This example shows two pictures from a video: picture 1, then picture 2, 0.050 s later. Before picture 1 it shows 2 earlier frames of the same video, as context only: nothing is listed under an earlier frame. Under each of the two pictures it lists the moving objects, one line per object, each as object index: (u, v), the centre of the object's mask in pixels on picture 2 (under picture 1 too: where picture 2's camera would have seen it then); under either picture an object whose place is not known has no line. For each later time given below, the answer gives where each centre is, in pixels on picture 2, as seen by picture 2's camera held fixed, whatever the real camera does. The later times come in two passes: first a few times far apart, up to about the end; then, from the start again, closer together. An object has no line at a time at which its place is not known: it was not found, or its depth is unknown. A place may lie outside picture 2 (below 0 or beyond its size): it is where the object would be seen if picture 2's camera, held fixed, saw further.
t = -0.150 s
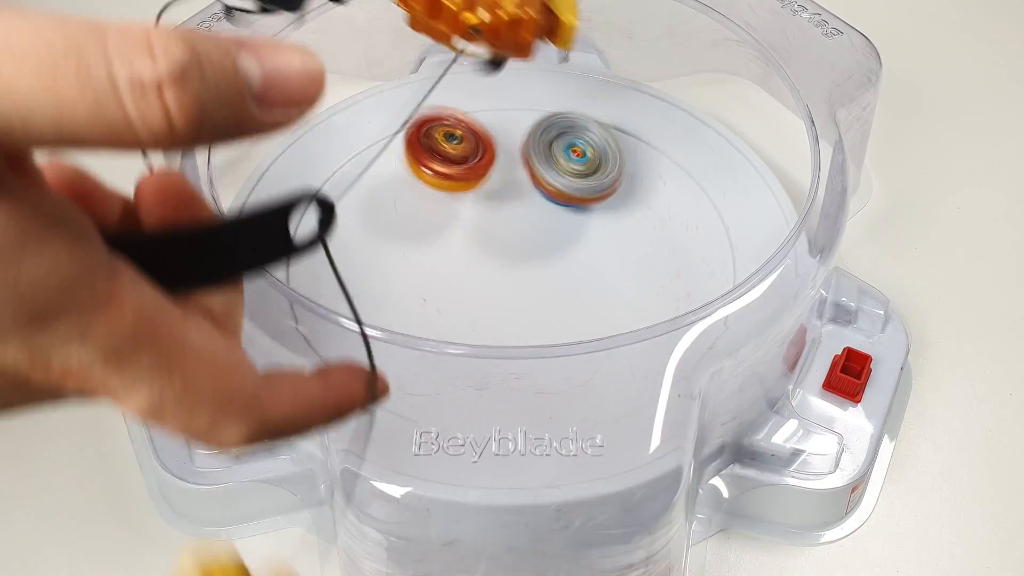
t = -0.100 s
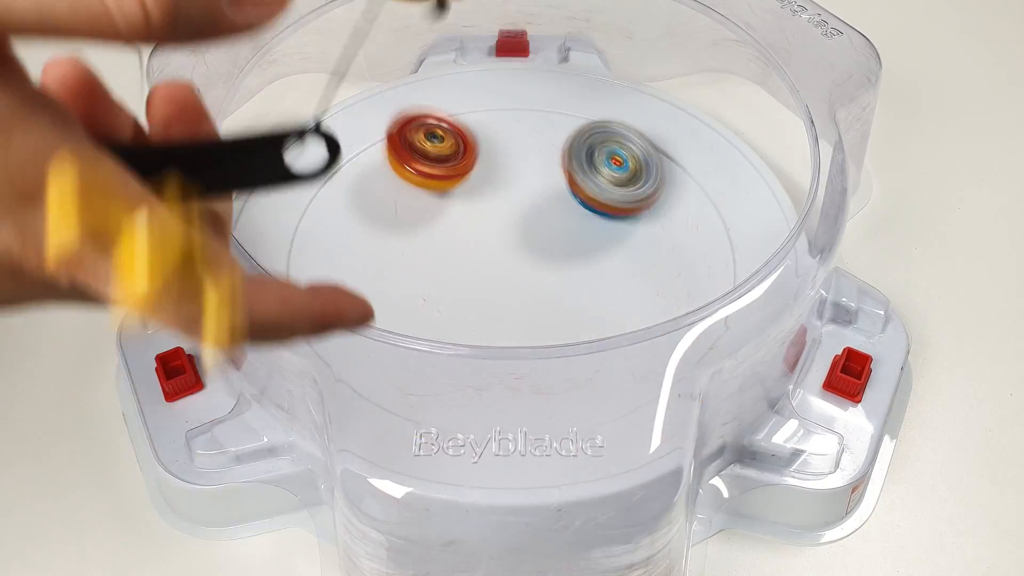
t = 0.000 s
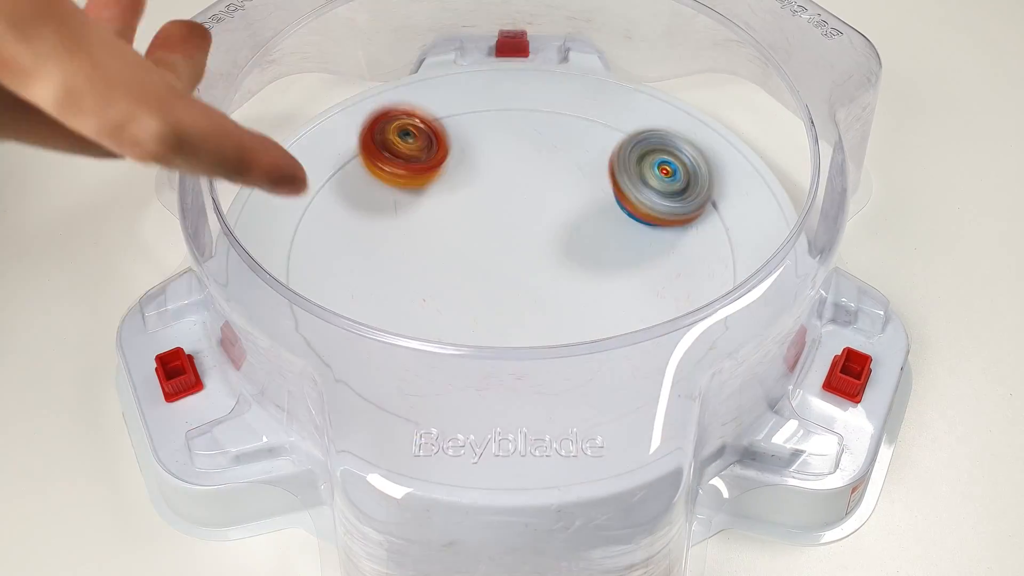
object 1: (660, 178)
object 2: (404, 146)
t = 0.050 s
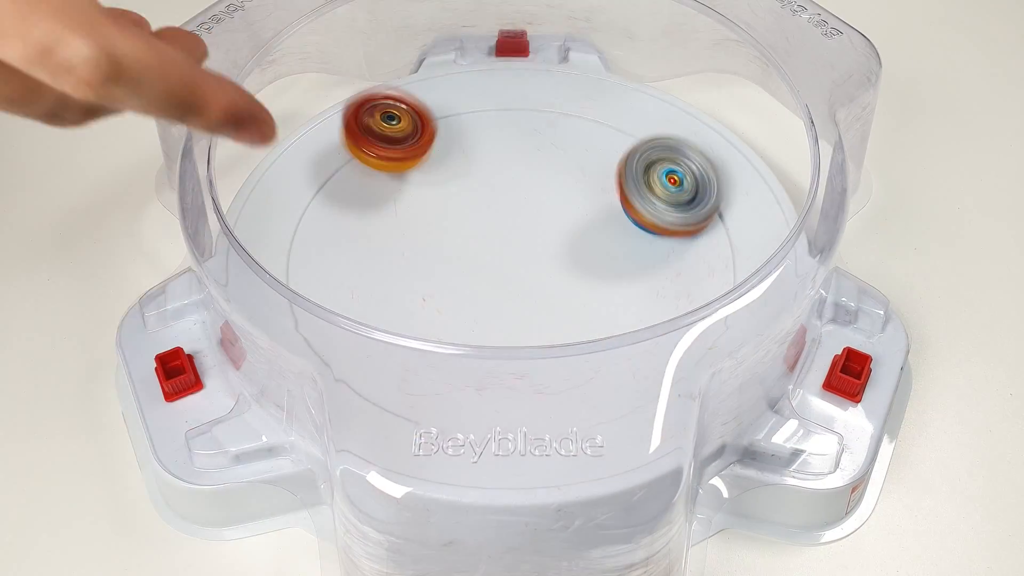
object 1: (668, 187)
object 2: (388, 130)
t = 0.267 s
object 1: (592, 248)
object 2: (359, 166)
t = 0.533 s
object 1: (422, 275)
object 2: (534, 172)
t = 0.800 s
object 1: (421, 248)
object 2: (495, 112)
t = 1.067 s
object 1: (479, 310)
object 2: (588, 164)
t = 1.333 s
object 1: (521, 342)
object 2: (578, 138)
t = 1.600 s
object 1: (496, 233)
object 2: (617, 191)
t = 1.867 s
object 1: (468, 191)
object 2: (658, 219)
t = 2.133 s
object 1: (378, 283)
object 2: (595, 290)
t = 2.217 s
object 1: (357, 322)
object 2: (588, 308)
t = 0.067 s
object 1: (668, 191)
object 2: (384, 132)
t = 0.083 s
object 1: (667, 194)
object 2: (379, 138)
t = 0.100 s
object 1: (664, 199)
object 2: (375, 137)
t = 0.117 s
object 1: (661, 203)
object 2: (370, 133)
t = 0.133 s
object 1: (657, 207)
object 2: (366, 133)
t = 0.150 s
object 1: (653, 211)
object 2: (362, 136)
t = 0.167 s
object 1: (648, 216)
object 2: (359, 140)
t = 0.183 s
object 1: (639, 222)
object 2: (357, 140)
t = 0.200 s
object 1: (631, 227)
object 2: (355, 144)
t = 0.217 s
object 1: (622, 233)
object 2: (355, 150)
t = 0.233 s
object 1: (613, 238)
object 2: (356, 154)
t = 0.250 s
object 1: (602, 244)
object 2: (357, 160)
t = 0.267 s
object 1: (592, 248)
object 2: (359, 166)
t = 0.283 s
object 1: (581, 254)
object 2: (363, 175)
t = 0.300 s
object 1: (570, 258)
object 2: (369, 181)
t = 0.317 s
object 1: (558, 262)
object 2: (377, 187)
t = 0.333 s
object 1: (547, 265)
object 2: (386, 193)
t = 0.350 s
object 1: (535, 269)
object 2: (397, 199)
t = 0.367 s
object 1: (523, 272)
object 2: (409, 202)
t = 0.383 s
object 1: (511, 275)
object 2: (423, 205)
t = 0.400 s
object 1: (499, 276)
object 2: (435, 205)
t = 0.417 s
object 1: (487, 278)
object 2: (447, 202)
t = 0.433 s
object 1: (477, 278)
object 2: (462, 196)
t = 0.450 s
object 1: (466, 279)
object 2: (478, 197)
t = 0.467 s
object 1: (456, 278)
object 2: (492, 195)
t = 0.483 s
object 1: (447, 279)
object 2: (504, 194)
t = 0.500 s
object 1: (437, 278)
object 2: (515, 187)
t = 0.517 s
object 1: (429, 276)
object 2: (525, 179)
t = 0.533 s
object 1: (422, 275)
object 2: (534, 172)
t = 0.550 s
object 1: (416, 272)
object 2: (541, 163)
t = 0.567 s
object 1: (411, 272)
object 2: (547, 154)
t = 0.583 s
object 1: (406, 268)
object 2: (552, 145)
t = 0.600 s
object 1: (402, 266)
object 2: (554, 136)
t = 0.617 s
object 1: (400, 263)
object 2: (556, 127)
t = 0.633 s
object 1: (399, 261)
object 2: (555, 117)
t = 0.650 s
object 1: (398, 259)
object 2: (552, 109)
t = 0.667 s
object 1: (398, 257)
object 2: (549, 101)
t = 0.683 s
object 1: (398, 254)
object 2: (543, 94)
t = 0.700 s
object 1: (400, 252)
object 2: (537, 92)
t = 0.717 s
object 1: (403, 252)
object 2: (529, 94)
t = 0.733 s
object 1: (405, 250)
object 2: (520, 99)
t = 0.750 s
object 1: (408, 250)
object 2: (514, 102)
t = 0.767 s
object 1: (412, 249)
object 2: (509, 105)
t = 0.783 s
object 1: (416, 249)
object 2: (501, 109)
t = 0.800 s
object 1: (421, 248)
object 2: (495, 112)
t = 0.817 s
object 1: (426, 249)
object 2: (489, 117)
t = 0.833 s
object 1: (431, 249)
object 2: (485, 124)
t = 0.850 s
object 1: (437, 249)
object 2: (482, 132)
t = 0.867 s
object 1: (442, 250)
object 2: (480, 139)
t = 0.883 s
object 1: (448, 252)
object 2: (480, 149)
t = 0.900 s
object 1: (454, 252)
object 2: (482, 158)
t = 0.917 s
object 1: (460, 253)
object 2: (485, 166)
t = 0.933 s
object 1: (467, 254)
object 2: (491, 173)
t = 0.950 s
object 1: (473, 255)
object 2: (499, 179)
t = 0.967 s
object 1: (480, 256)
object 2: (507, 184)
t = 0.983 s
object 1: (482, 264)
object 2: (520, 190)
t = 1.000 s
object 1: (480, 278)
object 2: (534, 191)
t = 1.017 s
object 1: (478, 290)
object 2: (550, 185)
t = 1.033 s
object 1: (478, 299)
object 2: (565, 179)
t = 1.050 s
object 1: (478, 305)
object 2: (577, 172)
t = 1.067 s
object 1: (479, 310)
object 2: (588, 164)
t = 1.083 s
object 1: (477, 330)
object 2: (598, 156)
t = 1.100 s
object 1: (479, 339)
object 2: (607, 148)
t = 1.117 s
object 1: (482, 346)
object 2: (614, 139)
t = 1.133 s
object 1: (484, 347)
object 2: (618, 129)
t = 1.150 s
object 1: (488, 360)
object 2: (622, 119)
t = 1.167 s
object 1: (491, 359)
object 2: (625, 112)
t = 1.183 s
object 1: (496, 362)
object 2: (620, 110)
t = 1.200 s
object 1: (500, 363)
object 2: (612, 113)
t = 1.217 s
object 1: (504, 362)
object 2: (607, 119)
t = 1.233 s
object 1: (508, 362)
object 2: (599, 123)
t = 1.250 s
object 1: (511, 360)
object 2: (594, 124)
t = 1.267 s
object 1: (514, 360)
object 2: (588, 129)
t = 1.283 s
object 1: (517, 360)
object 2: (585, 131)
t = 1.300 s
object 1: (519, 348)
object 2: (580, 134)
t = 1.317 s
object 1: (520, 346)
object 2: (579, 136)
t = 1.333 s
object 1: (521, 342)
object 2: (578, 138)
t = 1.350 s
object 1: (520, 338)
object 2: (579, 139)
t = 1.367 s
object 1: (520, 331)
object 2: (580, 141)
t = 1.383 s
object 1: (518, 326)
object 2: (581, 143)
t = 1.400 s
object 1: (518, 311)
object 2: (582, 146)
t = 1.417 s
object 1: (516, 308)
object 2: (584, 149)
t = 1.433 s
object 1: (513, 304)
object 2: (585, 152)
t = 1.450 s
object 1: (510, 300)
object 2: (587, 156)
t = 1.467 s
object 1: (508, 296)
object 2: (590, 159)
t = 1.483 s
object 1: (506, 288)
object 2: (592, 163)
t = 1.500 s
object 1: (503, 280)
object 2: (595, 167)
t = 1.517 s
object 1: (502, 272)
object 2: (598, 172)
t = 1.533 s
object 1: (499, 264)
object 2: (602, 175)
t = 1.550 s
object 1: (497, 256)
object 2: (604, 180)
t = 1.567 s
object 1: (497, 248)
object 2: (608, 184)
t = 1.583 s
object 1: (496, 240)
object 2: (612, 188)
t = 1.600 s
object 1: (496, 233)
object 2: (617, 191)
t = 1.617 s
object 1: (496, 226)
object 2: (621, 195)
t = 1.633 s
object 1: (496, 218)
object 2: (625, 198)
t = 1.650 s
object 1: (496, 212)
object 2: (631, 200)
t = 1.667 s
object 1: (495, 207)
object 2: (635, 203)
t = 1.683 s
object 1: (495, 201)
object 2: (639, 205)
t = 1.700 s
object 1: (494, 197)
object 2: (644, 207)
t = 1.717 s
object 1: (493, 193)
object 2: (647, 209)
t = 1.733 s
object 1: (491, 190)
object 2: (652, 210)
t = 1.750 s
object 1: (489, 188)
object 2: (656, 212)
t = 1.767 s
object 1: (487, 186)
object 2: (658, 212)
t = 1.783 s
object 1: (484, 185)
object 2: (660, 214)
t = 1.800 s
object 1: (482, 185)
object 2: (661, 214)
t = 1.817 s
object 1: (479, 185)
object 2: (662, 214)
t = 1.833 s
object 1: (475, 186)
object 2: (660, 216)
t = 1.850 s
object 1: (472, 188)
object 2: (659, 217)
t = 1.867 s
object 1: (468, 191)
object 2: (658, 219)
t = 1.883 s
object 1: (464, 194)
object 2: (654, 220)
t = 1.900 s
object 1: (459, 197)
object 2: (651, 222)
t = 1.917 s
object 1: (455, 202)
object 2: (648, 226)
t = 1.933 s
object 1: (450, 206)
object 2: (644, 228)
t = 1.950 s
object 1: (445, 211)
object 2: (639, 232)
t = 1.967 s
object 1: (439, 217)
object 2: (634, 237)
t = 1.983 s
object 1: (433, 223)
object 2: (629, 240)
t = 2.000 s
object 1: (427, 229)
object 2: (624, 246)
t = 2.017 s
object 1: (421, 235)
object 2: (620, 251)
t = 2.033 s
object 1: (414, 242)
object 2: (615, 255)
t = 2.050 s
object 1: (408, 249)
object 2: (610, 262)
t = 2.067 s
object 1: (401, 256)
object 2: (606, 267)
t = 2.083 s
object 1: (395, 263)
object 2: (603, 273)
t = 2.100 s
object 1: (389, 270)
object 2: (600, 278)
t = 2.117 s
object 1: (383, 278)
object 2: (597, 283)
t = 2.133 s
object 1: (378, 283)
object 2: (595, 290)
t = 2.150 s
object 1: (373, 291)
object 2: (590, 298)
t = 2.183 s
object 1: (364, 306)
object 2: (588, 302)
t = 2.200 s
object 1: (361, 314)
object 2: (589, 304)
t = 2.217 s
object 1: (357, 322)
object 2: (588, 308)
